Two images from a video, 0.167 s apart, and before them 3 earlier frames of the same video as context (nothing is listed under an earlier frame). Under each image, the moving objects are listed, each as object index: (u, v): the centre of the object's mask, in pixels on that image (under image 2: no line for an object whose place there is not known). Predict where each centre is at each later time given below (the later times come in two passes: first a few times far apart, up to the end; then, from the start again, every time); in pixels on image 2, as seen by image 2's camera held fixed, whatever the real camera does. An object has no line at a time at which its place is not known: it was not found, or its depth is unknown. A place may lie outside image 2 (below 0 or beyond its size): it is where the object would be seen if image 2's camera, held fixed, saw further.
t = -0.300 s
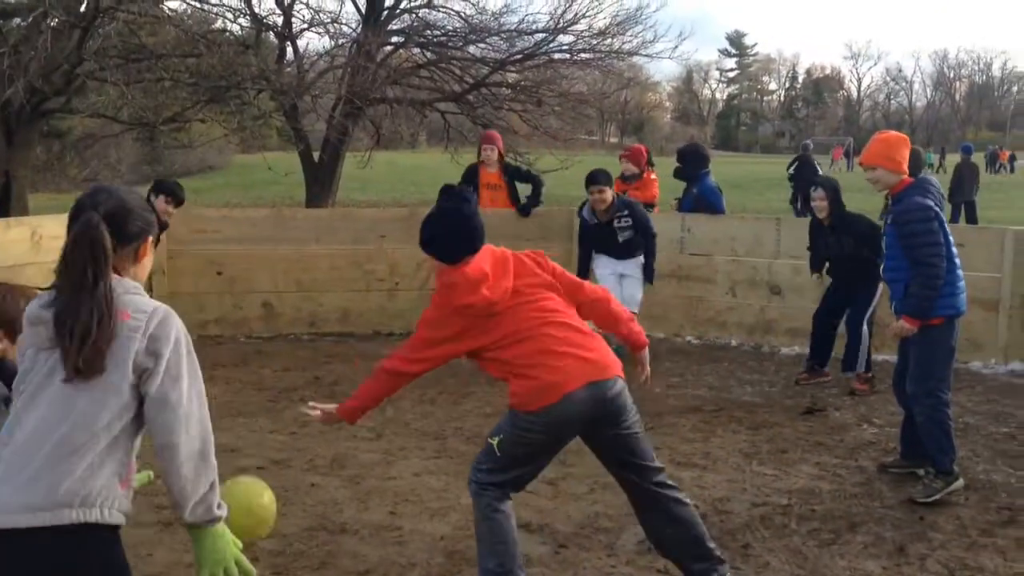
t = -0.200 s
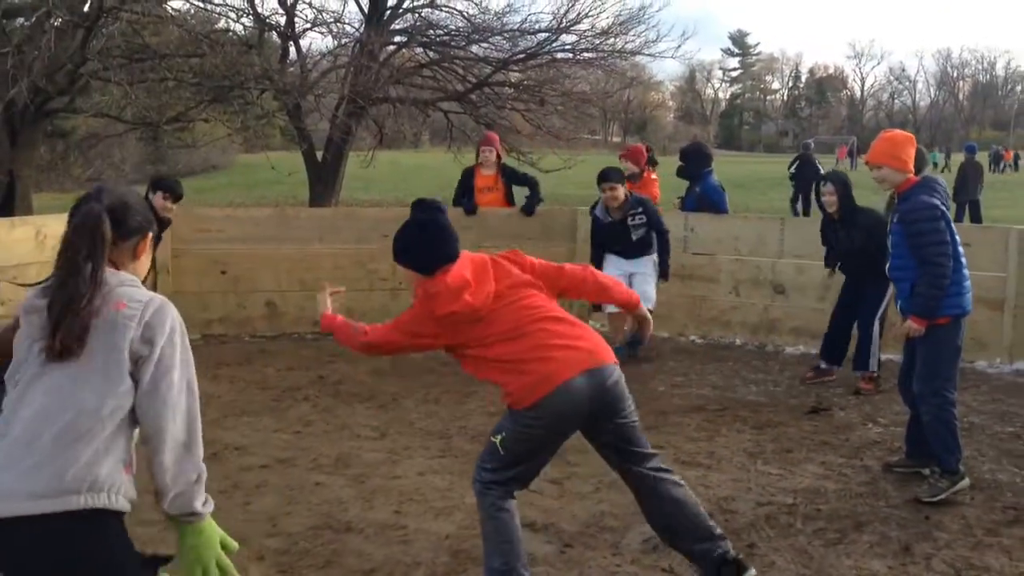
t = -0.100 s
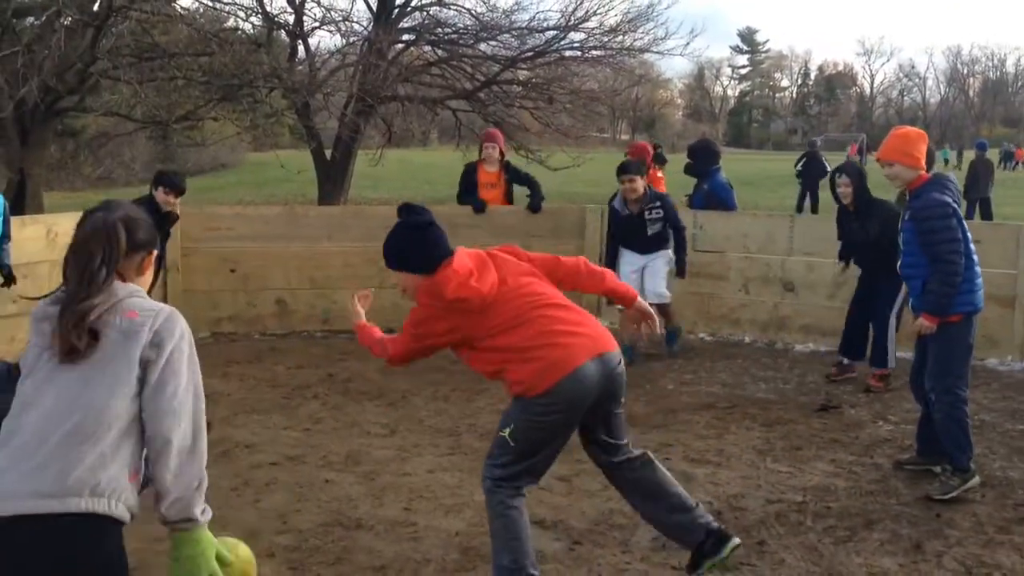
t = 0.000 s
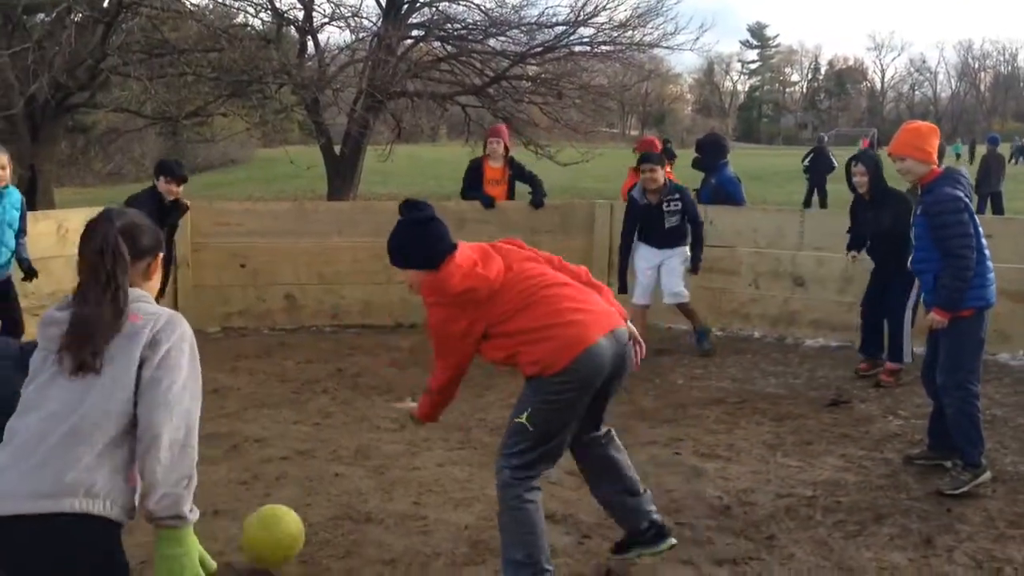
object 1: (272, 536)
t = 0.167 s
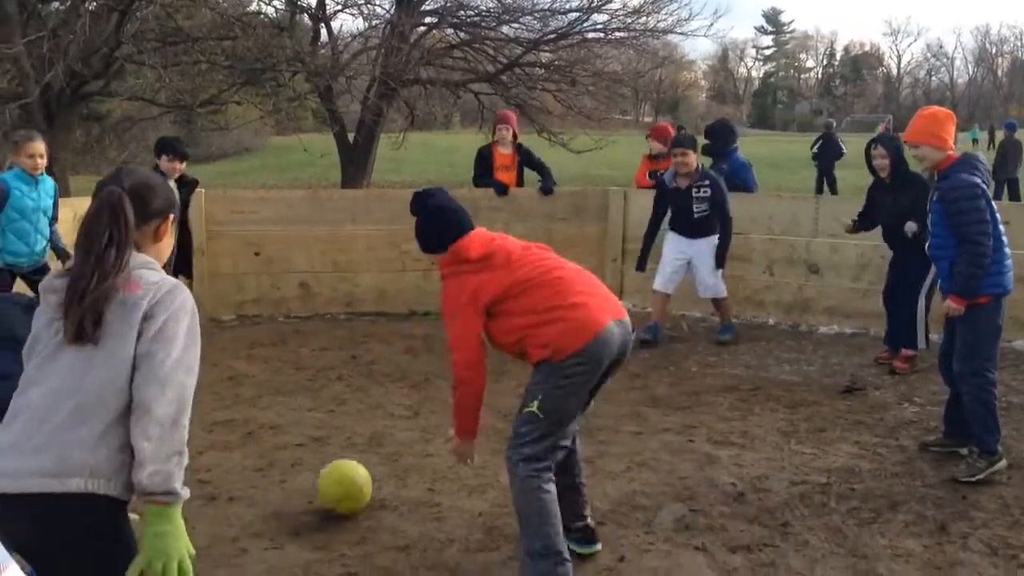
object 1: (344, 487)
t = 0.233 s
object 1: (361, 469)
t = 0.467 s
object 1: (409, 436)
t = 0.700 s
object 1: (435, 407)
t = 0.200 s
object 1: (354, 477)
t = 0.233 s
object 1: (361, 469)
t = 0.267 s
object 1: (370, 463)
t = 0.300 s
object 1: (378, 459)
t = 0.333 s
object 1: (386, 457)
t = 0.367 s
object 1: (393, 452)
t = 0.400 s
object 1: (398, 445)
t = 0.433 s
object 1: (405, 439)
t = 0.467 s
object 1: (409, 436)
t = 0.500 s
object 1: (413, 431)
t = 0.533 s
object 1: (417, 425)
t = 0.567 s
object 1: (420, 422)
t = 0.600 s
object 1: (424, 420)
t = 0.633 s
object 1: (428, 416)
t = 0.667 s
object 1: (431, 410)
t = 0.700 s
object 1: (435, 407)
